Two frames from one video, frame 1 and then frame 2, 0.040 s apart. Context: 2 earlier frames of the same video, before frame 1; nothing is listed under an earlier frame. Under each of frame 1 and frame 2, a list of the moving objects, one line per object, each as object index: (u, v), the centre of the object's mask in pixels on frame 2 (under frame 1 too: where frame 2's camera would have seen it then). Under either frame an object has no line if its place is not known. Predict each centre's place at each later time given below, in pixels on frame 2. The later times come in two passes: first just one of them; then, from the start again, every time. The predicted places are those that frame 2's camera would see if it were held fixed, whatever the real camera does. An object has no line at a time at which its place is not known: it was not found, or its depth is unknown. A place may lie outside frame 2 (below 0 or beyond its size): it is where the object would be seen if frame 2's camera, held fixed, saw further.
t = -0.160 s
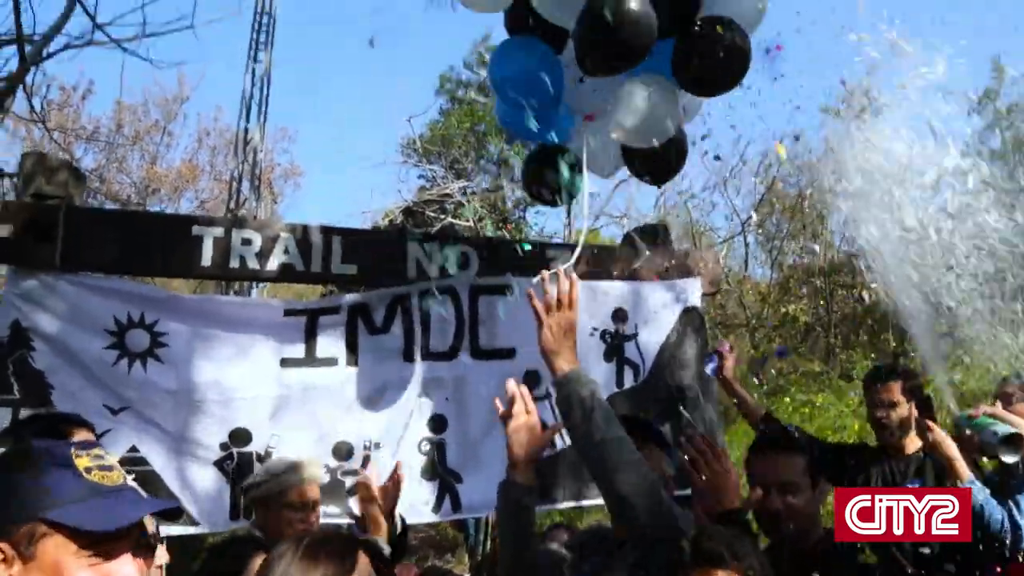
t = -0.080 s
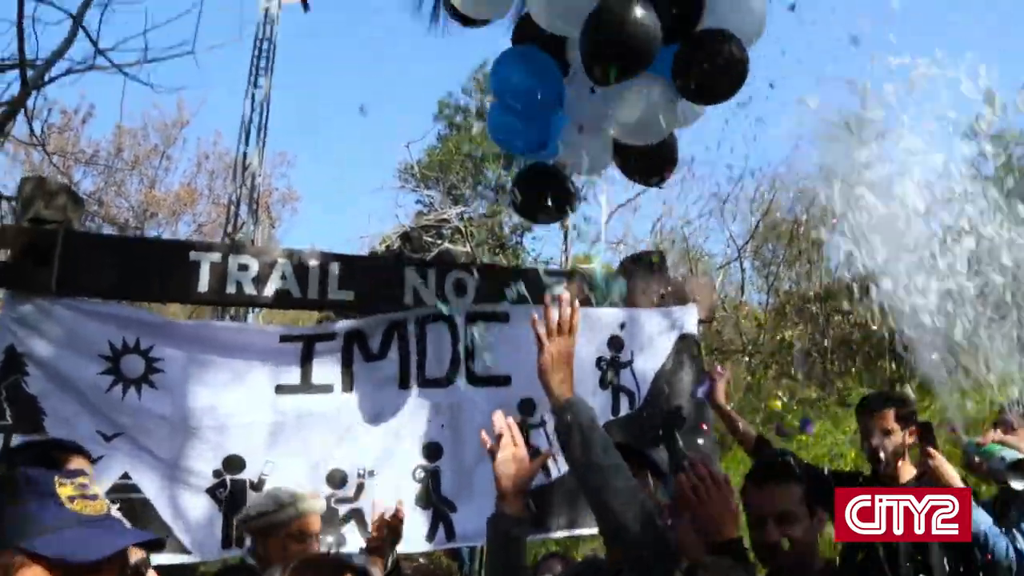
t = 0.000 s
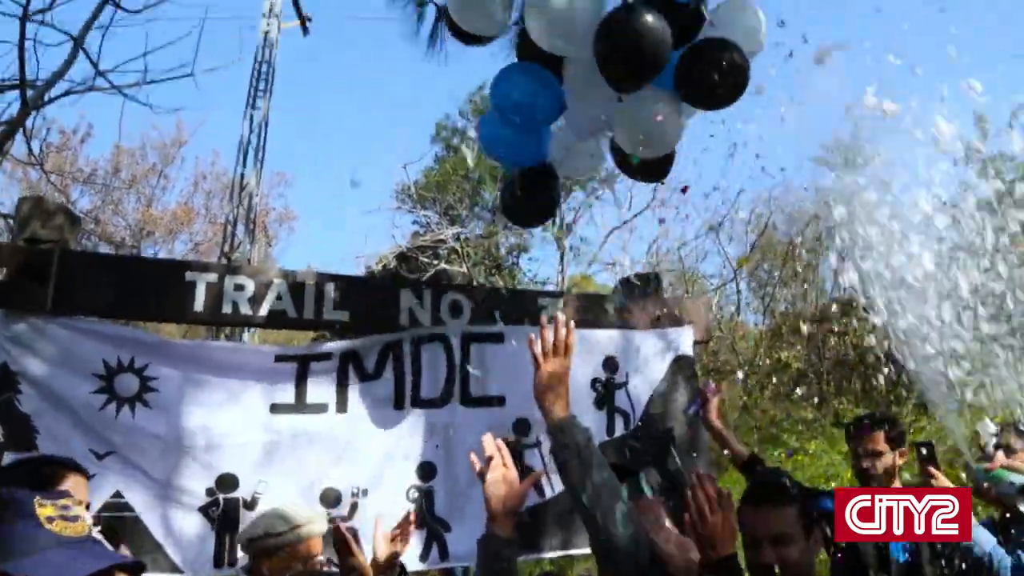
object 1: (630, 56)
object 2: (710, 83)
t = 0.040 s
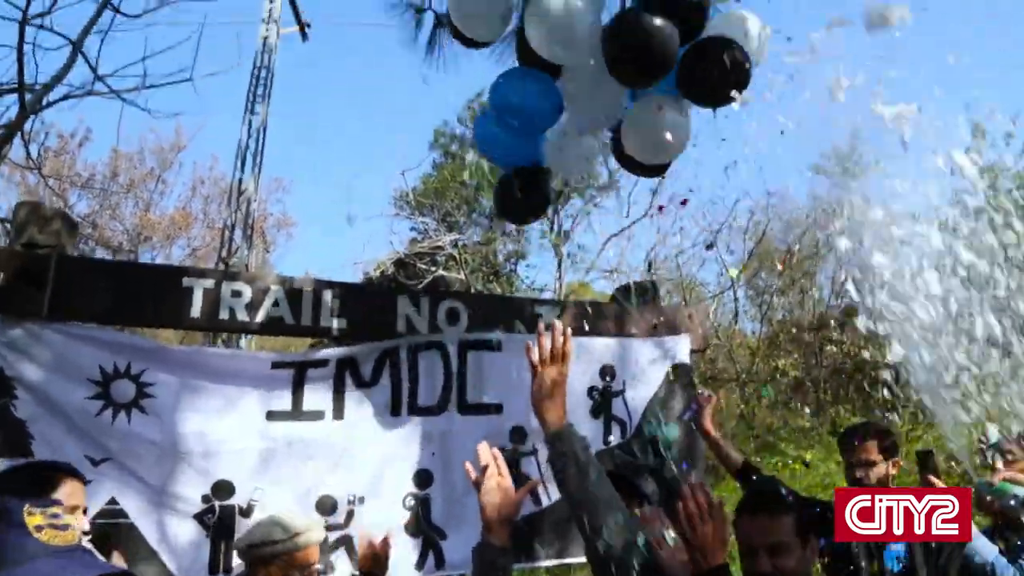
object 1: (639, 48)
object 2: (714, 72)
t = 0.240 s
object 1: (651, 49)
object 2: (739, 30)
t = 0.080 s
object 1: (647, 48)
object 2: (719, 59)
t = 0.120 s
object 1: (650, 48)
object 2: (723, 44)
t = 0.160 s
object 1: (652, 48)
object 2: (730, 34)
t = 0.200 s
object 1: (650, 46)
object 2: (733, 28)
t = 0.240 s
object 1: (651, 49)
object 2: (739, 30)
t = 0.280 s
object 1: (653, 49)
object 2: (740, 30)
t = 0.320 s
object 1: (657, 55)
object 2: (745, 29)
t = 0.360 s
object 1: (659, 61)
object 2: (744, 27)
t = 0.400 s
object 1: (662, 65)
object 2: (748, 25)
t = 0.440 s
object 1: (666, 65)
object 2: (750, 21)
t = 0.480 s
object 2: (751, 19)
